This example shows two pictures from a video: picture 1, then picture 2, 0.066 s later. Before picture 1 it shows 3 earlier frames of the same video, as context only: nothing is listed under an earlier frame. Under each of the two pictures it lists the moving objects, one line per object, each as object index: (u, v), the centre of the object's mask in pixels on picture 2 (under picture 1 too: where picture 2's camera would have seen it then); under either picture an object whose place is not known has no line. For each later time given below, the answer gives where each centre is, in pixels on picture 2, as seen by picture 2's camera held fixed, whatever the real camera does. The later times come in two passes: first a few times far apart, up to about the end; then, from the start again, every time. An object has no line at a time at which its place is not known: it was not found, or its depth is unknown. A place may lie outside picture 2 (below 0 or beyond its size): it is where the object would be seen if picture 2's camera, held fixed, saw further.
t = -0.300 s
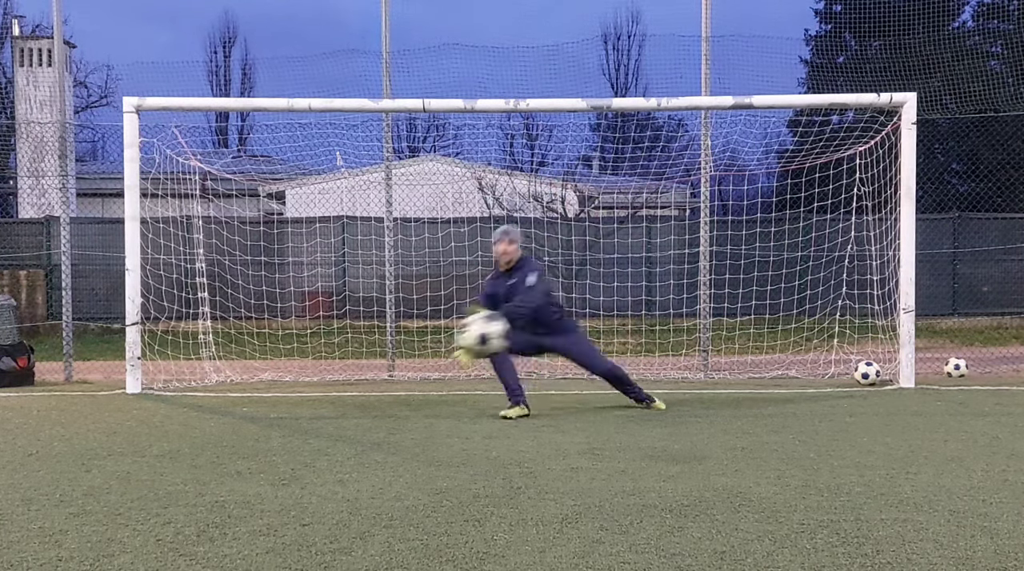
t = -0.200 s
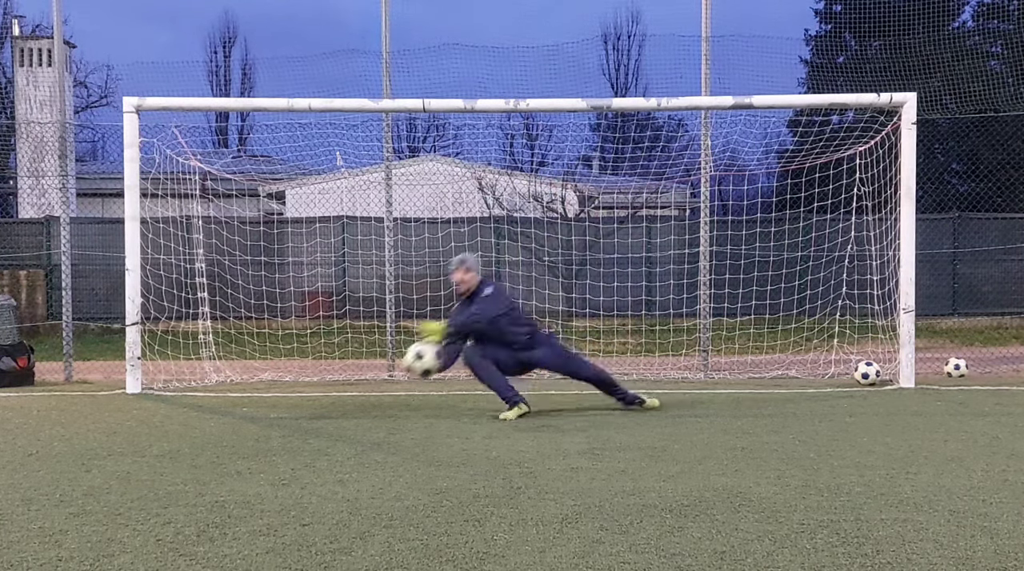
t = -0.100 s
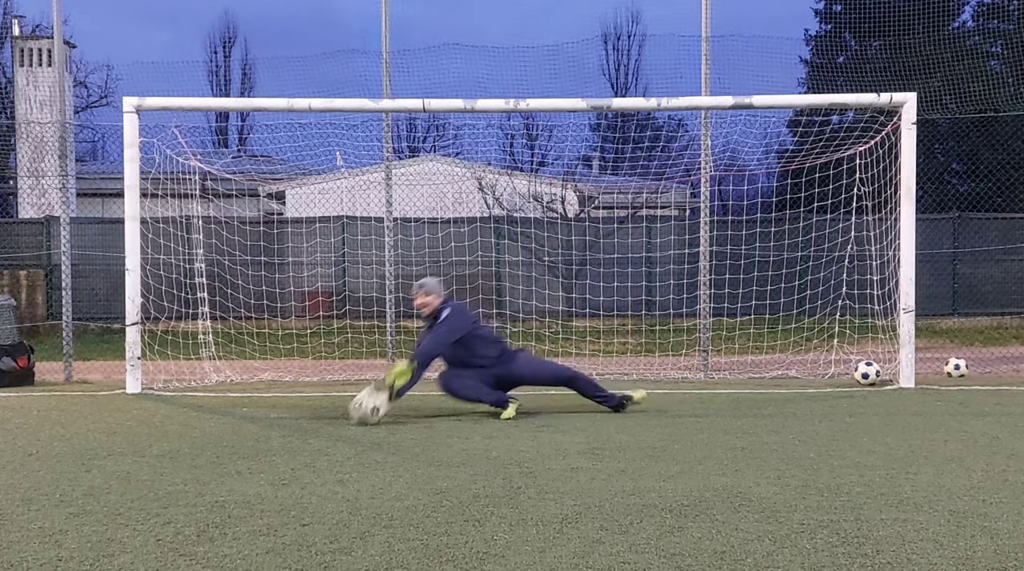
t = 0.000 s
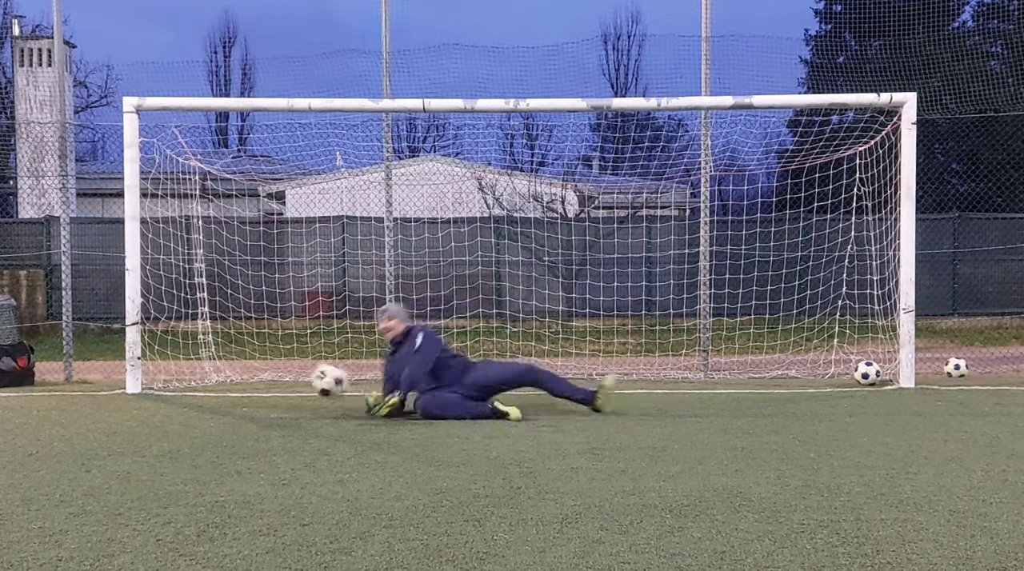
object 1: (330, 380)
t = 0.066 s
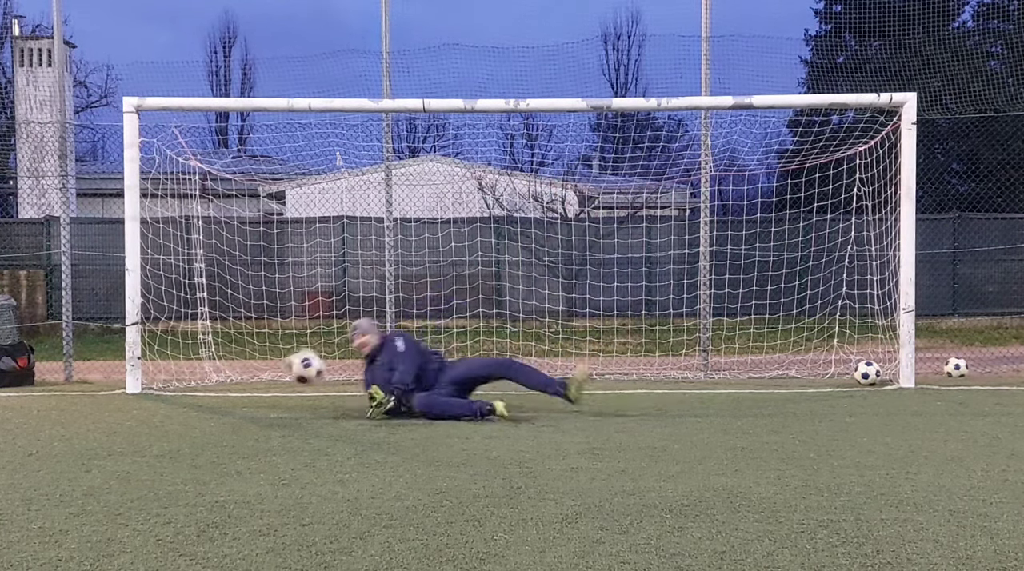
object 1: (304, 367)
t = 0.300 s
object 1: (212, 373)
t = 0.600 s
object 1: (65, 404)
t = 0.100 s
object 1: (293, 362)
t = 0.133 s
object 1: (278, 358)
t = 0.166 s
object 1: (265, 357)
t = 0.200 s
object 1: (252, 359)
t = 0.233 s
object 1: (238, 362)
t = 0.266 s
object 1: (226, 367)
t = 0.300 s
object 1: (212, 373)
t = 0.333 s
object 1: (197, 381)
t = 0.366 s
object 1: (181, 394)
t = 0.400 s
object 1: (167, 408)
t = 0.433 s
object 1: (153, 423)
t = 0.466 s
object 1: (137, 422)
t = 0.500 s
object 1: (120, 414)
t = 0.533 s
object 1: (103, 409)
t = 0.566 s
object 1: (83, 406)
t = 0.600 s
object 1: (65, 404)
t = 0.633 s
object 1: (49, 405)
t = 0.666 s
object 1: (30, 409)
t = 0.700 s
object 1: (17, 414)
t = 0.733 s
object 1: (9, 420)
